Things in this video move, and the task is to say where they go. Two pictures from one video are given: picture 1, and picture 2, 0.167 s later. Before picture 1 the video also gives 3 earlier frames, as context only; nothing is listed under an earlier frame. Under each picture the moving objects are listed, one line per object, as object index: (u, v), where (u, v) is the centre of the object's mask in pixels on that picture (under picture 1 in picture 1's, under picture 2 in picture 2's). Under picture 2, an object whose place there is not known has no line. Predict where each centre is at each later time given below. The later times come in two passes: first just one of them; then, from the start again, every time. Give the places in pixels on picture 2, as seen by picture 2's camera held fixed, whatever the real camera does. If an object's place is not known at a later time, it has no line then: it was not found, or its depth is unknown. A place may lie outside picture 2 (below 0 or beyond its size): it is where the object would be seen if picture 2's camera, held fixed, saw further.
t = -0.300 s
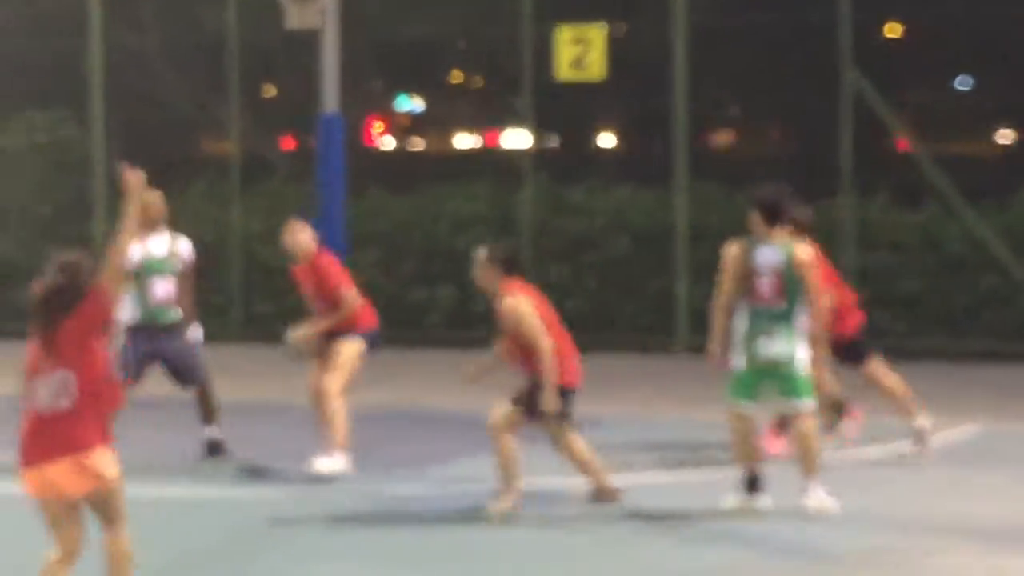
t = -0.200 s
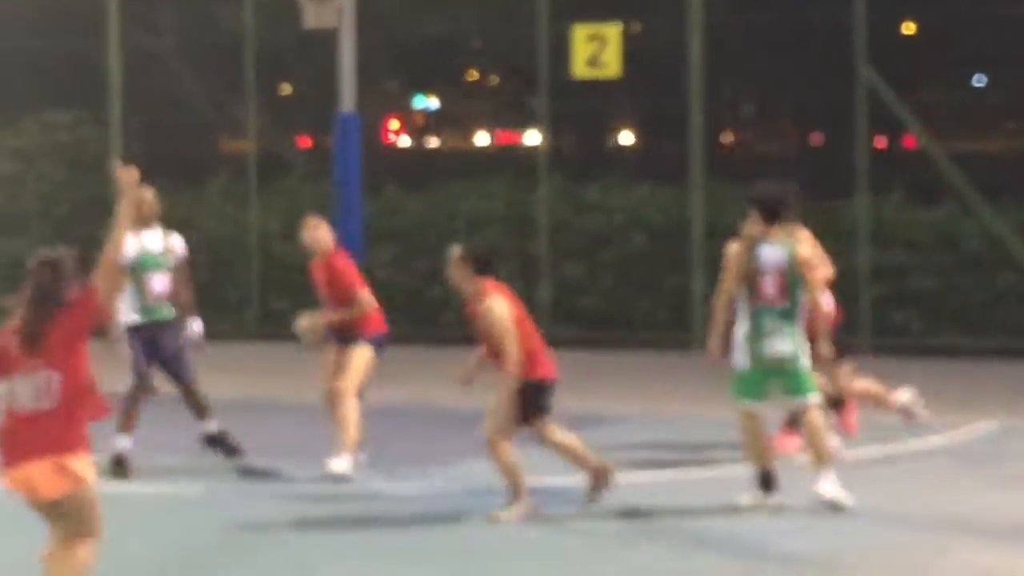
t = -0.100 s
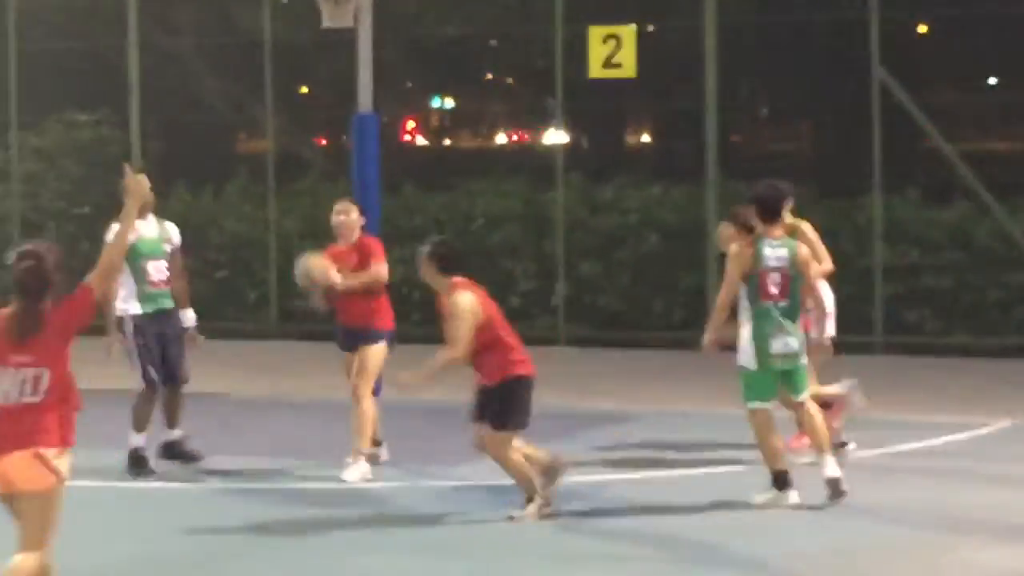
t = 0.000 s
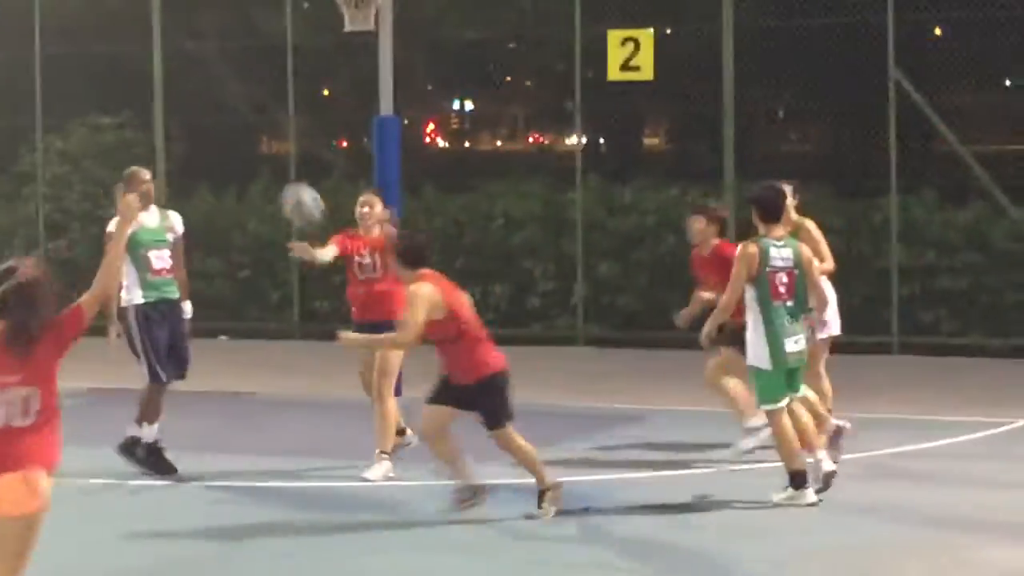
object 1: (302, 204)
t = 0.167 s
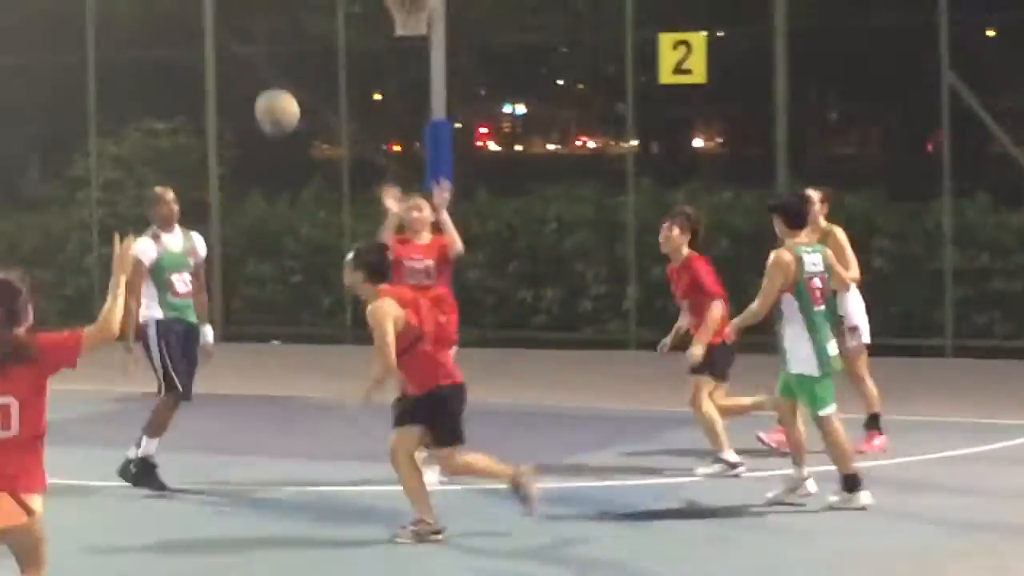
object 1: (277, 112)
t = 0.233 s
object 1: (242, 83)
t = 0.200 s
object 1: (258, 97)
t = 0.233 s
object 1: (242, 83)
